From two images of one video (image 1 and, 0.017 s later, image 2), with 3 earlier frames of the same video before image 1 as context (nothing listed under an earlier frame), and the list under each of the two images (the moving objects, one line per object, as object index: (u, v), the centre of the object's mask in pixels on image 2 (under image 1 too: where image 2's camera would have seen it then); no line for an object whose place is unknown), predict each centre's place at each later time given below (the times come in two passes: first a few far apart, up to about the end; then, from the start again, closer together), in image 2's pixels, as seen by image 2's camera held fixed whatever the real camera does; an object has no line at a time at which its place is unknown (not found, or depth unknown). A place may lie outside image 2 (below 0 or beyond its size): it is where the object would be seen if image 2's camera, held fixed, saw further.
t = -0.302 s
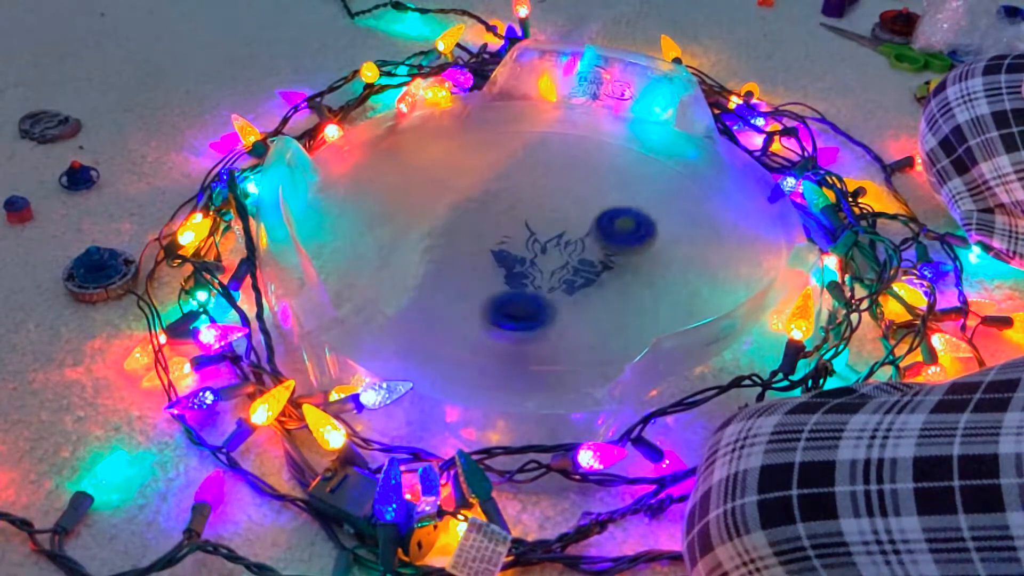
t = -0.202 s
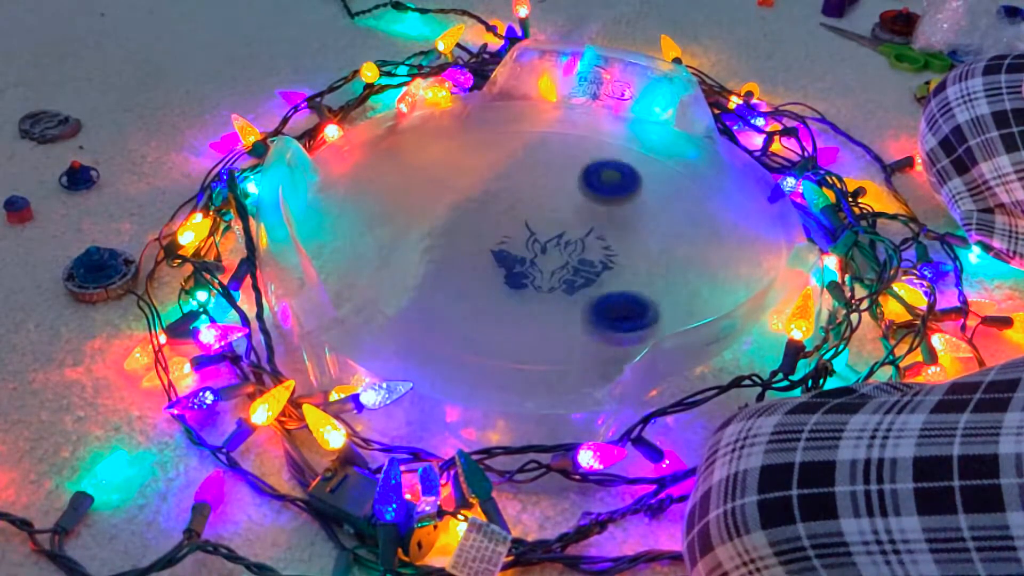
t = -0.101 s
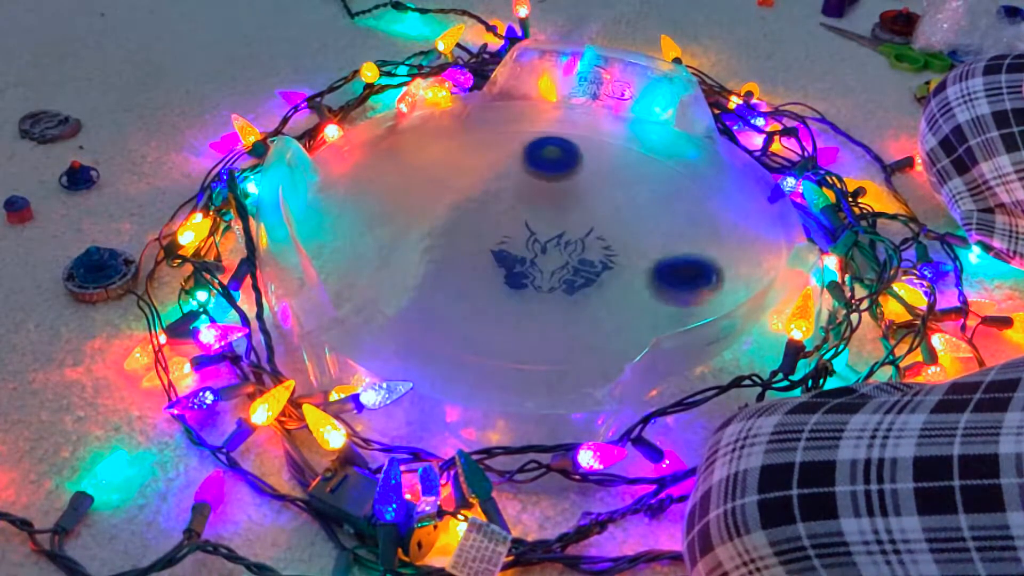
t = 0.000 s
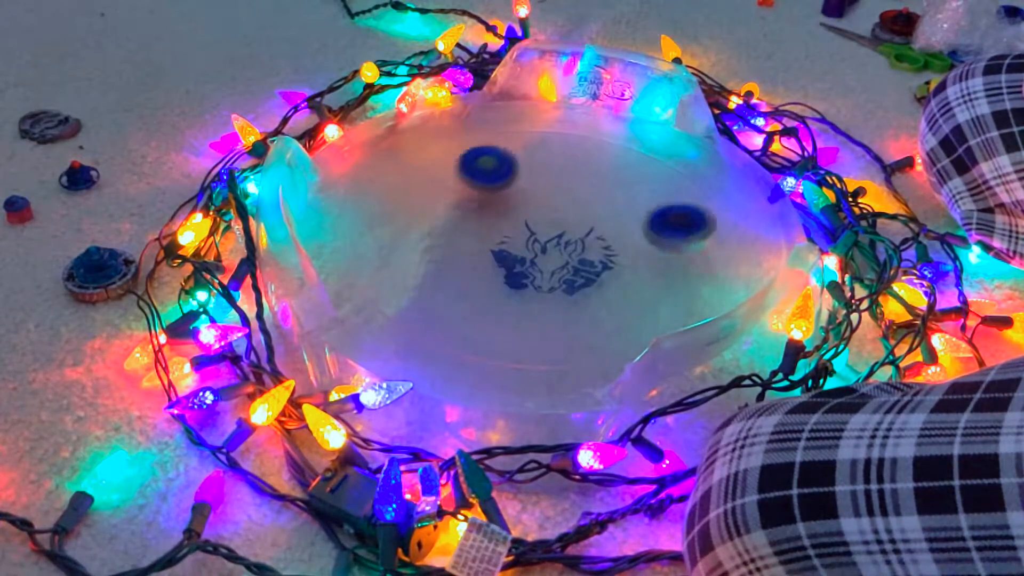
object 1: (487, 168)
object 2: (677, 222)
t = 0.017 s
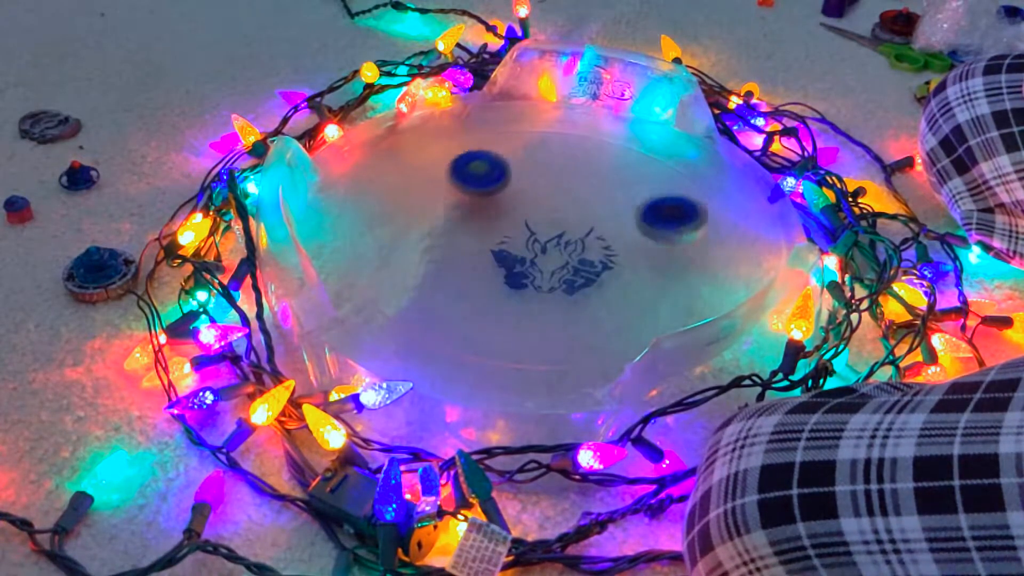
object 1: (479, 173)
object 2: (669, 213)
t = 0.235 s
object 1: (486, 257)
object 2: (489, 178)
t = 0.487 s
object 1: (640, 241)
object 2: (434, 289)
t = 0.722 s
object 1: (575, 172)
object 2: (631, 282)
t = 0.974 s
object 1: (475, 235)
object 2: (540, 171)
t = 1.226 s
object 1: (601, 290)
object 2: (386, 223)
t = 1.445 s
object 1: (647, 219)
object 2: (529, 296)
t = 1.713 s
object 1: (498, 205)
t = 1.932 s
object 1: (477, 280)
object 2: (455, 148)
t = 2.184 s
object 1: (619, 282)
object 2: (457, 265)
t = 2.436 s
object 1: (563, 201)
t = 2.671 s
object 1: (440, 222)
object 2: (572, 136)
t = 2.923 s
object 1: (515, 296)
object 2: (448, 222)
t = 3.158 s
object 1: (605, 239)
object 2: (607, 287)
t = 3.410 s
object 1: (502, 176)
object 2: (666, 185)
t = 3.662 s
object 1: (439, 243)
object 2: (486, 191)
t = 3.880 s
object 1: (567, 318)
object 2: (464, 256)
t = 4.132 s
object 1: (692, 229)
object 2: (617, 253)
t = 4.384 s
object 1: (619, 138)
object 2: (490, 206)
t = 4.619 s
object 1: (474, 163)
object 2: (472, 284)
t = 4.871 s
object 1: (464, 268)
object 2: (605, 240)
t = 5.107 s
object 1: (610, 294)
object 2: (487, 174)
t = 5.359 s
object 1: (644, 212)
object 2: (434, 255)
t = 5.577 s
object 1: (526, 193)
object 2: (592, 261)
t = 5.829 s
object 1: (464, 259)
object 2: (568, 161)
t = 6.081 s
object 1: (583, 293)
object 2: (441, 199)
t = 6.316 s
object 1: (599, 224)
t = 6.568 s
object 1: (478, 202)
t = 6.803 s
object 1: (461, 264)
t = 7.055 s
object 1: (582, 265)
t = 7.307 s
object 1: (554, 190)
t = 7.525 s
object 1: (463, 200)
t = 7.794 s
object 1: (522, 271)
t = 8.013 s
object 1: (613, 238)
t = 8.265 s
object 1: (559, 180)
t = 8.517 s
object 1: (471, 224)
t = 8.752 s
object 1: (550, 282)
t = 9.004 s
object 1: (637, 237)
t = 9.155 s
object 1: (695, 132)
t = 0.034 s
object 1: (472, 178)
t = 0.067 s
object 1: (462, 189)
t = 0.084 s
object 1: (458, 197)
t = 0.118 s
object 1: (455, 210)
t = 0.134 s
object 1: (455, 218)
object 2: (581, 176)
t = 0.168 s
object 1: (459, 231)
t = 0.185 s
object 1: (464, 238)
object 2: (533, 173)
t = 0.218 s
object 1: (477, 251)
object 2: (503, 176)
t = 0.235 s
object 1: (486, 257)
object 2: (489, 178)
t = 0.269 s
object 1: (505, 267)
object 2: (462, 186)
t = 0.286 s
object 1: (515, 273)
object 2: (450, 191)
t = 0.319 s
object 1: (539, 275)
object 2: (431, 204)
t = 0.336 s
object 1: (552, 279)
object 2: (422, 211)
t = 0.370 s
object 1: (576, 275)
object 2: (410, 227)
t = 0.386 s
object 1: (587, 273)
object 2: (407, 237)
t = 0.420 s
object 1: (610, 266)
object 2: (407, 255)
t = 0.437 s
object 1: (619, 259)
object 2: (410, 264)
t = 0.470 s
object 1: (633, 248)
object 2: (424, 281)
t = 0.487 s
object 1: (640, 241)
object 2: (434, 289)
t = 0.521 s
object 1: (645, 226)
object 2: (458, 303)
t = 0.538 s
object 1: (646, 219)
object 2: (473, 308)
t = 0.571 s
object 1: (642, 206)
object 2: (504, 315)
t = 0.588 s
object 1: (638, 200)
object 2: (522, 317)
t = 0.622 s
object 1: (628, 189)
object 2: (554, 316)
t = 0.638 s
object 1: (621, 184)
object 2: (570, 313)
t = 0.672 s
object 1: (605, 177)
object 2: (599, 303)
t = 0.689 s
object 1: (595, 174)
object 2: (612, 297)
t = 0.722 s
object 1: (575, 172)
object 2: (631, 282)
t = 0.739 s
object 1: (565, 171)
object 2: (639, 273)
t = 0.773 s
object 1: (545, 173)
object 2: (643, 255)
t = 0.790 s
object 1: (535, 175)
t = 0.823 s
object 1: (515, 182)
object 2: (636, 227)
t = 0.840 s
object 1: (507, 187)
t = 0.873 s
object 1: (493, 196)
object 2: (613, 204)
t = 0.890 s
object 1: (487, 202)
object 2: (602, 197)
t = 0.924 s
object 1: (478, 215)
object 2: (580, 185)
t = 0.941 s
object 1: (476, 222)
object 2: (568, 179)
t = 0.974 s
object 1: (475, 235)
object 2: (540, 171)
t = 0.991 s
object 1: (477, 242)
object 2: (527, 168)
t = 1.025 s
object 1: (484, 255)
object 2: (498, 165)
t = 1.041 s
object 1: (489, 262)
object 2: (484, 165)
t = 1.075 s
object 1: (503, 276)
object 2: (458, 168)
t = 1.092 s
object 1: (511, 279)
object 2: (445, 171)
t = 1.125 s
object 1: (532, 289)
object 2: (423, 180)
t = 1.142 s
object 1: (543, 290)
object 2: (413, 185)
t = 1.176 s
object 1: (567, 292)
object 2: (398, 199)
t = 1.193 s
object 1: (578, 293)
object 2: (392, 206)
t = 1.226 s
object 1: (601, 290)
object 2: (386, 223)
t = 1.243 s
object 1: (612, 287)
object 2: (386, 232)
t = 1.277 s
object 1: (631, 279)
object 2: (392, 249)
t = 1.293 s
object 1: (639, 274)
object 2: (397, 255)
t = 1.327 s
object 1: (650, 262)
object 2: (417, 272)
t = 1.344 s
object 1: (653, 256)
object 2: (429, 278)
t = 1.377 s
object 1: (657, 244)
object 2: (460, 289)
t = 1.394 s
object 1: (656, 237)
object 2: (477, 293)
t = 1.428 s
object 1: (651, 225)
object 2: (511, 296)
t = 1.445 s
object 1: (647, 219)
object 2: (529, 296)
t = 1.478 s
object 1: (634, 209)
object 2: (561, 292)
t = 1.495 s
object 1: (626, 204)
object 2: (575, 286)
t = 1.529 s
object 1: (608, 197)
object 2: (598, 275)
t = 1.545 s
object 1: (598, 194)
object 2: (606, 268)
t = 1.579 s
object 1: (578, 193)
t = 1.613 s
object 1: (556, 192)
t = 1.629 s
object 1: (545, 193)
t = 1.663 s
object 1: (525, 196)
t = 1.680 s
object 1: (515, 198)
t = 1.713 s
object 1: (498, 205)
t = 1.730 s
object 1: (490, 210)
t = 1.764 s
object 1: (477, 220)
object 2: (579, 161)
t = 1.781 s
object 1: (471, 225)
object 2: (567, 155)
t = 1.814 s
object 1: (464, 235)
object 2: (543, 146)
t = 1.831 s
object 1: (462, 241)
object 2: (529, 143)
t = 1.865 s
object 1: (462, 253)
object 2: (503, 141)
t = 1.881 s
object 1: (464, 260)
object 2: (490, 141)
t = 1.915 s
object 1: (471, 273)
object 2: (465, 145)
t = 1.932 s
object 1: (477, 280)
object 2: (455, 148)
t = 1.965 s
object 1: (492, 290)
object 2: (435, 158)
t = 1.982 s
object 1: (501, 295)
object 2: (426, 164)
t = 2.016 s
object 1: (522, 300)
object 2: (414, 178)
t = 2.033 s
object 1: (533, 304)
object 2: (410, 186)
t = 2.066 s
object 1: (555, 304)
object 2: (407, 204)
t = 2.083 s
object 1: (567, 304)
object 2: (408, 213)
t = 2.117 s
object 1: (588, 299)
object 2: (417, 233)
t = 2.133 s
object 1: (597, 295)
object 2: (424, 243)
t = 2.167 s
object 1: (613, 287)
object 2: (444, 257)
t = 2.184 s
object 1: (619, 282)
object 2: (457, 265)
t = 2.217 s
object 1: (627, 270)
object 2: (488, 276)
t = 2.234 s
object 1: (629, 264)
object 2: (503, 280)
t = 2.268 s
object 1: (628, 251)
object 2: (537, 283)
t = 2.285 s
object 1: (625, 245)
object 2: (553, 282)
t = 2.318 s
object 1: (617, 232)
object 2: (584, 278)
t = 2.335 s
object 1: (611, 226)
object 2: (599, 274)
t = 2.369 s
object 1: (598, 216)
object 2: (625, 261)
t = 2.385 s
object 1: (590, 212)
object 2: (634, 254)
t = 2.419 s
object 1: (573, 204)
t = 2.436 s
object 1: (563, 201)
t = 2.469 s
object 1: (543, 197)
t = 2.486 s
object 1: (534, 195)
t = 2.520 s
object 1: (512, 194)
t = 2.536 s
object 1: (502, 194)
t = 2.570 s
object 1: (483, 198)
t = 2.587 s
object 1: (473, 201)
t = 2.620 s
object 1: (458, 208)
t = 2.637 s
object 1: (451, 212)
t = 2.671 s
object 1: (440, 222)
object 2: (572, 136)
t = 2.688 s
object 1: (436, 228)
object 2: (560, 135)
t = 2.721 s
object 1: (433, 241)
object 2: (535, 137)
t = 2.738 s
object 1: (433, 247)
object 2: (523, 139)
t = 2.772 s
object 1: (437, 259)
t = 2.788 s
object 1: (442, 266)
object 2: (488, 153)
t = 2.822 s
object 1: (455, 277)
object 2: (468, 167)
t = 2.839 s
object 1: (463, 282)
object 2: (461, 173)
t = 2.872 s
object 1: (482, 290)
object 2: (451, 190)
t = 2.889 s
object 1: (492, 293)
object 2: (447, 201)
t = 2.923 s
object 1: (515, 296)
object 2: (448, 222)
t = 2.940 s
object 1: (525, 296)
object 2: (451, 231)
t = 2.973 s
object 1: (546, 293)
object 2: (460, 246)
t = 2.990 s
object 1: (559, 292)
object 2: (468, 255)
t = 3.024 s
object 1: (577, 284)
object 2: (490, 271)
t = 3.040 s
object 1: (584, 280)
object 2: (501, 276)
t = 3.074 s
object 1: (597, 269)
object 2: (530, 285)
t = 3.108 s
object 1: (605, 256)
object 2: (562, 290)
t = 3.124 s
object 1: (605, 250)
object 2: (576, 289)
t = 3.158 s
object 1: (605, 239)
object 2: (607, 287)
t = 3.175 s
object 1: (603, 231)
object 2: (622, 283)
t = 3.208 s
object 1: (596, 217)
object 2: (649, 274)
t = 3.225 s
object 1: (591, 212)
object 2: (660, 267)
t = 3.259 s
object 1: (580, 201)
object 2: (676, 254)
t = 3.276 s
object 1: (573, 196)
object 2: (682, 245)
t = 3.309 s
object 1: (557, 187)
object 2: (688, 230)
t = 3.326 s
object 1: (549, 183)
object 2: (688, 222)
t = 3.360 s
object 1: (531, 179)
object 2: (685, 205)
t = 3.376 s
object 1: (521, 177)
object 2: (679, 198)
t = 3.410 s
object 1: (502, 176)
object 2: (666, 185)
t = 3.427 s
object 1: (492, 177)
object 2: (656, 179)
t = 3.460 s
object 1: (474, 180)
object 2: (635, 170)
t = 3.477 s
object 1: (466, 182)
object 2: (623, 166)
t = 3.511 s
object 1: (452, 189)
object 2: (598, 163)
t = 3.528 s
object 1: (447, 193)
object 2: (585, 162)
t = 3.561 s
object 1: (438, 204)
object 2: (557, 163)
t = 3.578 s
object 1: (435, 210)
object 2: (544, 166)
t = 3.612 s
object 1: (433, 222)
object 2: (518, 173)
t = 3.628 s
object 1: (434, 229)
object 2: (506, 178)
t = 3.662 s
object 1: (439, 243)
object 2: (486, 191)
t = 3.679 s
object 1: (443, 248)
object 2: (478, 198)
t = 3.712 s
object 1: (457, 257)
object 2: (465, 212)
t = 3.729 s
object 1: (465, 265)
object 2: (459, 213)
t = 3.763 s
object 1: (482, 288)
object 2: (457, 215)
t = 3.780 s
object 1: (491, 298)
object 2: (456, 220)
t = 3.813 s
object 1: (514, 310)
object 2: (455, 228)
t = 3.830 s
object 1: (527, 314)
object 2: (455, 236)
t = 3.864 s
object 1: (553, 319)
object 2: (460, 249)
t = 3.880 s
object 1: (567, 318)
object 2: (464, 256)
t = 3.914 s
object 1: (596, 315)
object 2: (480, 270)
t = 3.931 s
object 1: (610, 312)
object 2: (488, 274)
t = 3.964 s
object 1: (637, 303)
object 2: (513, 282)
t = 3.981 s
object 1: (648, 298)
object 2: (526, 284)
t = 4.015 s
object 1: (668, 285)
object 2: (552, 284)
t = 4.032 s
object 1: (675, 278)
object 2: (566, 282)
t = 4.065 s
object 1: (687, 262)
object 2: (587, 277)
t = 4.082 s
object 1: (690, 254)
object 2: (597, 272)
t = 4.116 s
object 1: (693, 237)
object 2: (611, 260)
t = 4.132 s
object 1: (692, 229)
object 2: (617, 253)
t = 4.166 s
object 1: (686, 214)
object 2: (623, 239)
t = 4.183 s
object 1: (687, 204)
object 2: (615, 233)
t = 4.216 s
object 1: (688, 186)
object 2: (597, 222)
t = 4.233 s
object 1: (685, 178)
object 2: (589, 218)
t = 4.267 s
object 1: (676, 165)
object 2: (568, 209)
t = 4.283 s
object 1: (671, 160)
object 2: (557, 206)
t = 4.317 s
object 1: (656, 151)
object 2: (534, 203)
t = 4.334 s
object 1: (647, 147)
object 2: (522, 202)
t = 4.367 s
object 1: (628, 140)
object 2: (499, 204)
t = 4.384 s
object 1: (619, 138)
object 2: (490, 206)
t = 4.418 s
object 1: (598, 134)
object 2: (470, 213)
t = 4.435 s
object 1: (587, 133)
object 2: (462, 217)
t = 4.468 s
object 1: (566, 133)
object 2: (448, 227)
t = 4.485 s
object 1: (556, 134)
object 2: (444, 233)
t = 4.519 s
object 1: (534, 137)
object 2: (440, 246)
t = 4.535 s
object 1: (523, 140)
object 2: (440, 252)
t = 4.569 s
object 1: (502, 147)
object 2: (448, 266)
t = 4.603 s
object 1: (482, 157)
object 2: (463, 278)
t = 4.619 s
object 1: (474, 163)
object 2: (472, 284)
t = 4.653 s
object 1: (460, 176)
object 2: (496, 291)
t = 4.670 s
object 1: (454, 182)
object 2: (509, 293)
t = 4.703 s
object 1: (446, 197)
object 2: (534, 294)
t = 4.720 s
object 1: (444, 203)
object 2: (548, 293)
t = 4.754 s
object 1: (442, 219)
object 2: (571, 286)
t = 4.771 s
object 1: (442, 226)
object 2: (580, 281)
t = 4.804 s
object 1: (446, 242)
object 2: (595, 270)
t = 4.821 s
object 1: (449, 247)
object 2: (600, 263)
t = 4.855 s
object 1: (459, 260)
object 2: (605, 247)
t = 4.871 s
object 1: (464, 268)
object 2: (605, 240)
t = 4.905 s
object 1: (478, 279)
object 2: (600, 224)
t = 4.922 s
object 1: (488, 284)
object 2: (595, 217)
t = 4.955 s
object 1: (509, 293)
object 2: (582, 204)
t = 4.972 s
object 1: (520, 296)
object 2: (574, 197)
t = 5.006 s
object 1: (542, 300)
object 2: (555, 188)
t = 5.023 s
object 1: (554, 300)
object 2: (545, 183)
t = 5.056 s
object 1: (577, 300)
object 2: (522, 177)
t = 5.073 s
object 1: (588, 299)
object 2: (511, 175)
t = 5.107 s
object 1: (610, 294)
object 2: (487, 174)
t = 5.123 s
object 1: (621, 290)
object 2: (475, 175)
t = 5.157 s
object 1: (638, 282)
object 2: (456, 178)
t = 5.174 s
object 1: (645, 277)
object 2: (445, 182)
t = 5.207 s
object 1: (654, 265)
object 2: (429, 192)
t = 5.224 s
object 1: (658, 259)
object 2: (423, 197)
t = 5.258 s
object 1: (661, 247)
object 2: (415, 211)
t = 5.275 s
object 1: (661, 241)
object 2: (414, 218)
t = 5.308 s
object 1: (658, 229)
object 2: (416, 232)
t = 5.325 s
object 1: (654, 223)
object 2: (421, 241)
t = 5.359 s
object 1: (644, 212)
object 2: (434, 255)
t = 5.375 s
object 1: (637, 207)
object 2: (443, 261)
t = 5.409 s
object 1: (621, 200)
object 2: (465, 272)
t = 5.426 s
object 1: (612, 197)
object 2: (478, 275)
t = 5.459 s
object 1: (594, 193)
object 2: (505, 280)
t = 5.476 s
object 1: (584, 191)
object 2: (520, 280)
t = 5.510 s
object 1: (564, 190)
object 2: (548, 278)
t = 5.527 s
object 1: (554, 190)
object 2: (560, 275)
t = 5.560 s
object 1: (535, 192)
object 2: (582, 267)
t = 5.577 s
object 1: (526, 193)
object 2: (592, 261)
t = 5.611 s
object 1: (508, 198)
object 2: (606, 249)
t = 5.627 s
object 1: (500, 201)
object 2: (611, 241)
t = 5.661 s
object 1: (485, 209)
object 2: (617, 225)
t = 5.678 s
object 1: (479, 213)
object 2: (618, 218)
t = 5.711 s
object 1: (470, 220)
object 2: (614, 204)
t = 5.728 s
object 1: (466, 227)
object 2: (611, 197)
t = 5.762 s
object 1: (462, 238)
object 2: (601, 183)
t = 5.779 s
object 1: (461, 243)
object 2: (594, 177)
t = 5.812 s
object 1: (462, 255)
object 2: (577, 166)
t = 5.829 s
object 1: (464, 259)
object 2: (568, 161)
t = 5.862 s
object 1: (472, 271)
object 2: (548, 155)
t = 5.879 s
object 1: (477, 276)
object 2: (536, 154)
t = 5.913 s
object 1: (490, 287)
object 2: (515, 153)
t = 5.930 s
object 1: (498, 291)
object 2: (504, 154)
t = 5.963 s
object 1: (518, 296)
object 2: (483, 158)
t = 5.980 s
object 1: (528, 297)
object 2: (474, 162)
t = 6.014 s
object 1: (548, 299)
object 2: (458, 172)
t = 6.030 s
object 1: (557, 299)
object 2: (452, 178)
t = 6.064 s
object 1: (575, 295)
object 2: (443, 191)
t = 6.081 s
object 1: (583, 293)
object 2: (441, 199)
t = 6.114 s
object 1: (597, 286)
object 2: (441, 215)
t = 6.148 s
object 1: (610, 277)
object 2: (447, 230)
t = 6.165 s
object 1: (614, 272)
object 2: (452, 238)
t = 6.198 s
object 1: (617, 261)
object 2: (468, 251)
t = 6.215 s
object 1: (616, 255)
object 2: (479, 259)
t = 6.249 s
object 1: (614, 244)
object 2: (501, 268)
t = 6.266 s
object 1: (612, 240)
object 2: (514, 271)
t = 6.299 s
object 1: (604, 229)
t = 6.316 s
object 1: (599, 224)
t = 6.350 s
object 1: (586, 215)
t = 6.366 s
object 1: (579, 211)
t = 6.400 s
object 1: (563, 206)
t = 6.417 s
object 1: (555, 203)
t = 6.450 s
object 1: (538, 199)
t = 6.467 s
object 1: (529, 198)
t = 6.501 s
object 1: (510, 197)
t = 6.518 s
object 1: (503, 198)
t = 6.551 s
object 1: (485, 200)
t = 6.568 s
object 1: (478, 202)
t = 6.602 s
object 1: (465, 208)
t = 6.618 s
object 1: (459, 212)
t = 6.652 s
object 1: (451, 221)
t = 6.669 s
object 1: (448, 225)
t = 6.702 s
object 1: (444, 235)
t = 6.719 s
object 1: (444, 240)
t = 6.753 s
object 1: (447, 251)
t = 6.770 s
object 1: (450, 256)
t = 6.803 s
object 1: (461, 264)
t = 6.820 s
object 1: (467, 270)
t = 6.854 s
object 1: (482, 277)
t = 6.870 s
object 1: (492, 280)
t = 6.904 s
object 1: (511, 281)
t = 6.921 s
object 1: (520, 284)
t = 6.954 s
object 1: (539, 283)
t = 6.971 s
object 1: (548, 281)
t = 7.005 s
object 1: (564, 276)
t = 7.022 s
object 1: (571, 273)
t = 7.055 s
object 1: (582, 265)
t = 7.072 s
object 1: (586, 263)
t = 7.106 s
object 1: (593, 250)
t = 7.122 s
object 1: (594, 244)
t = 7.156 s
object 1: (594, 232)
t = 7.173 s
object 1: (593, 226)
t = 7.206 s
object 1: (588, 215)
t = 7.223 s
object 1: (584, 210)
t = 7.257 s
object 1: (573, 201)
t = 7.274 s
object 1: (568, 197)
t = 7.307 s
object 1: (554, 190)
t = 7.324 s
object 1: (548, 188)
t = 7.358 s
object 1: (531, 183)
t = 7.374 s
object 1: (524, 182)
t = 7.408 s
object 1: (508, 181)
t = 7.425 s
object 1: (500, 182)
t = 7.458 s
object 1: (485, 185)
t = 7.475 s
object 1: (479, 188)
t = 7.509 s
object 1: (467, 195)
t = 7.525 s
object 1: (463, 200)
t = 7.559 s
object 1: (456, 209)
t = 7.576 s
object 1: (455, 214)
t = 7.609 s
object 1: (455, 225)
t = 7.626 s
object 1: (457, 230)
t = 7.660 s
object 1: (462, 239)
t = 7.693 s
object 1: (473, 249)
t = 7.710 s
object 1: (481, 255)
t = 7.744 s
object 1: (496, 264)
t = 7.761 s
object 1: (503, 265)
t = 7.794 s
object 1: (522, 271)
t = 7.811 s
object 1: (530, 272)
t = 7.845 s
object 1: (548, 272)
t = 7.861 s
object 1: (557, 272)
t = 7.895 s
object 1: (575, 267)
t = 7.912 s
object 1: (582, 266)
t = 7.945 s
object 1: (595, 258)
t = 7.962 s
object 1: (601, 253)
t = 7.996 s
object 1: (610, 243)
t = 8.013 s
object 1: (613, 238)
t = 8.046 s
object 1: (617, 227)
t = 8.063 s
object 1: (618, 222)
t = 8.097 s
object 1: (615, 212)
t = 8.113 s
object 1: (613, 207)
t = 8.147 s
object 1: (605, 198)
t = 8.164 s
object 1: (600, 194)
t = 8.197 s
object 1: (588, 187)
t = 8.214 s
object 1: (581, 185)
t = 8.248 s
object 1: (567, 181)
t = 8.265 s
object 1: (559, 180)
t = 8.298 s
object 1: (543, 179)
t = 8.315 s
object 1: (536, 180)
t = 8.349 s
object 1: (520, 182)
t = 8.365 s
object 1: (513, 185)
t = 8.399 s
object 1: (500, 191)
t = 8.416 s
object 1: (495, 195)
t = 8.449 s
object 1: (484, 204)
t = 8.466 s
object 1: (479, 209)
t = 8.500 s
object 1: (473, 220)
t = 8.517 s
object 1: (471, 224)
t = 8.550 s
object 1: (472, 236)
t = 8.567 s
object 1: (475, 241)
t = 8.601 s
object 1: (482, 252)
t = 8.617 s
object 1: (487, 257)
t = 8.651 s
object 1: (499, 267)
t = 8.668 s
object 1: (506, 271)
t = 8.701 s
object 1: (520, 277)
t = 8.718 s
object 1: (530, 282)
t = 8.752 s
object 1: (550, 282)
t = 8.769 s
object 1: (559, 282)
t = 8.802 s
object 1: (578, 284)
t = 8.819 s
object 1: (587, 282)
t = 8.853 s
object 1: (603, 278)
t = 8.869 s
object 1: (611, 274)
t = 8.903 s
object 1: (623, 267)
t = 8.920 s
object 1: (629, 262)
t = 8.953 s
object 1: (634, 252)
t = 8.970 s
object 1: (636, 248)
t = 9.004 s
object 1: (637, 237)
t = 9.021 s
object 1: (638, 230)
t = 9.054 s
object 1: (670, 194)
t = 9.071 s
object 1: (684, 178)
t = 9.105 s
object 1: (696, 148)
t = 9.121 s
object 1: (697, 139)
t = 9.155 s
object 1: (695, 132)
